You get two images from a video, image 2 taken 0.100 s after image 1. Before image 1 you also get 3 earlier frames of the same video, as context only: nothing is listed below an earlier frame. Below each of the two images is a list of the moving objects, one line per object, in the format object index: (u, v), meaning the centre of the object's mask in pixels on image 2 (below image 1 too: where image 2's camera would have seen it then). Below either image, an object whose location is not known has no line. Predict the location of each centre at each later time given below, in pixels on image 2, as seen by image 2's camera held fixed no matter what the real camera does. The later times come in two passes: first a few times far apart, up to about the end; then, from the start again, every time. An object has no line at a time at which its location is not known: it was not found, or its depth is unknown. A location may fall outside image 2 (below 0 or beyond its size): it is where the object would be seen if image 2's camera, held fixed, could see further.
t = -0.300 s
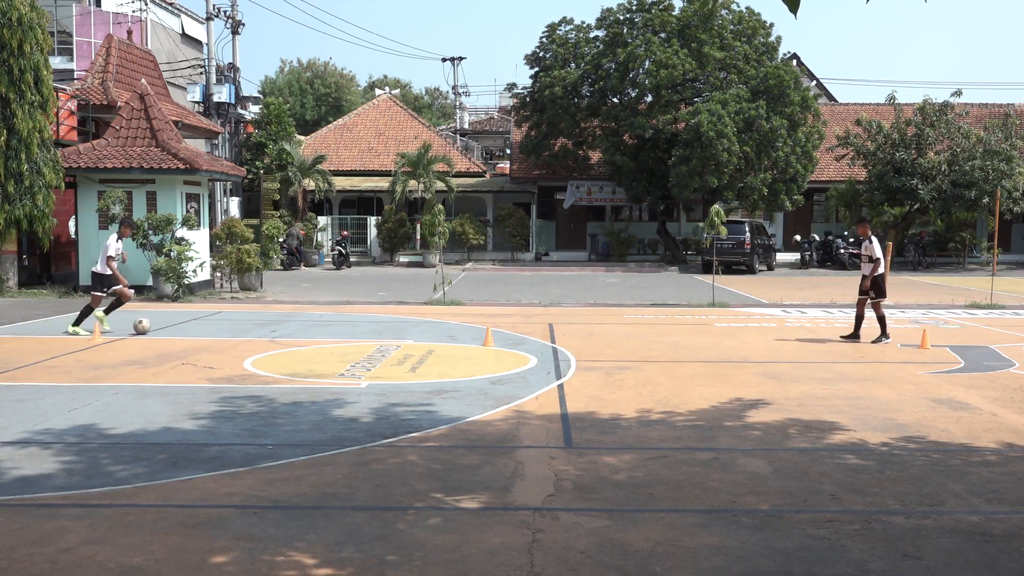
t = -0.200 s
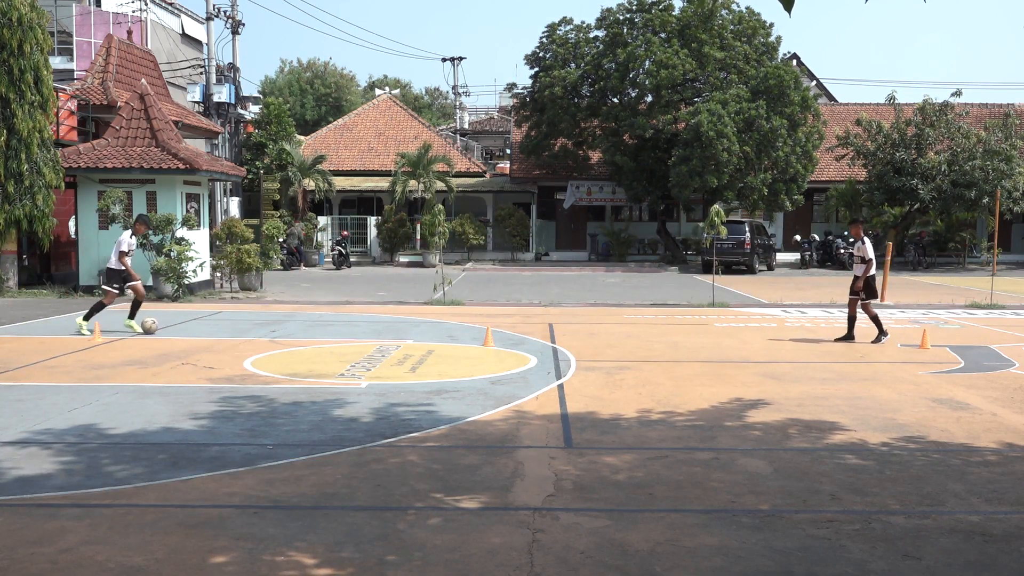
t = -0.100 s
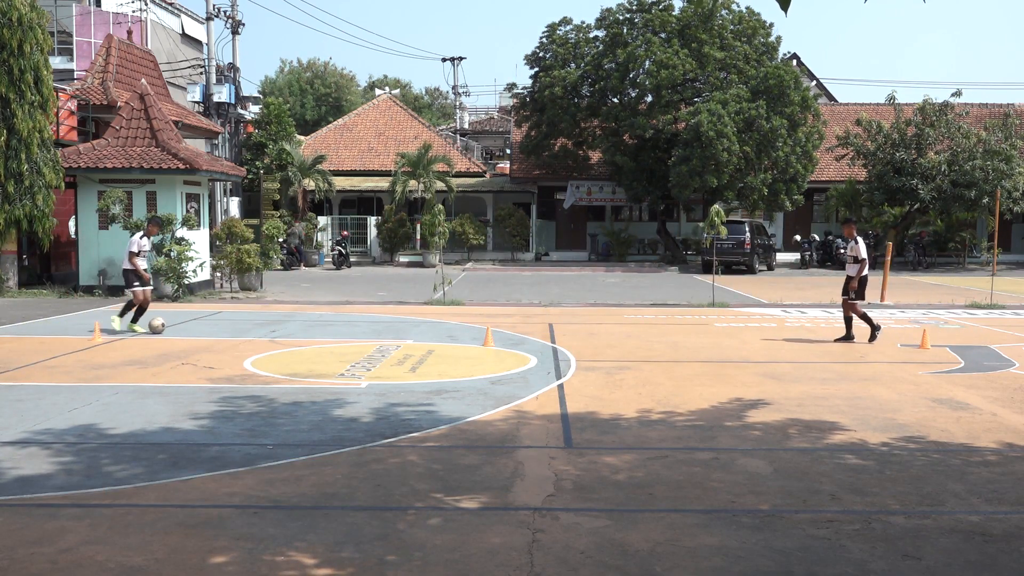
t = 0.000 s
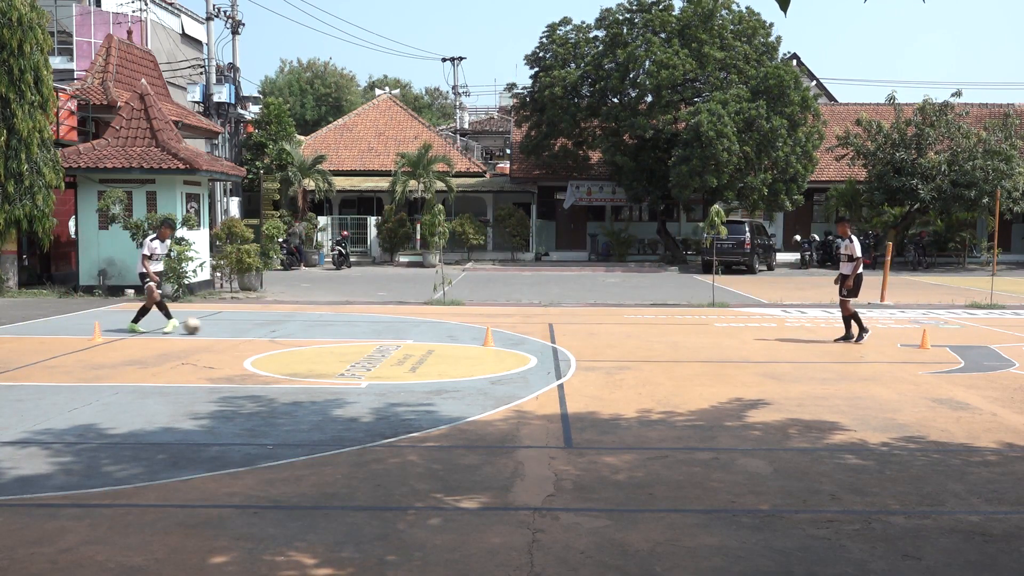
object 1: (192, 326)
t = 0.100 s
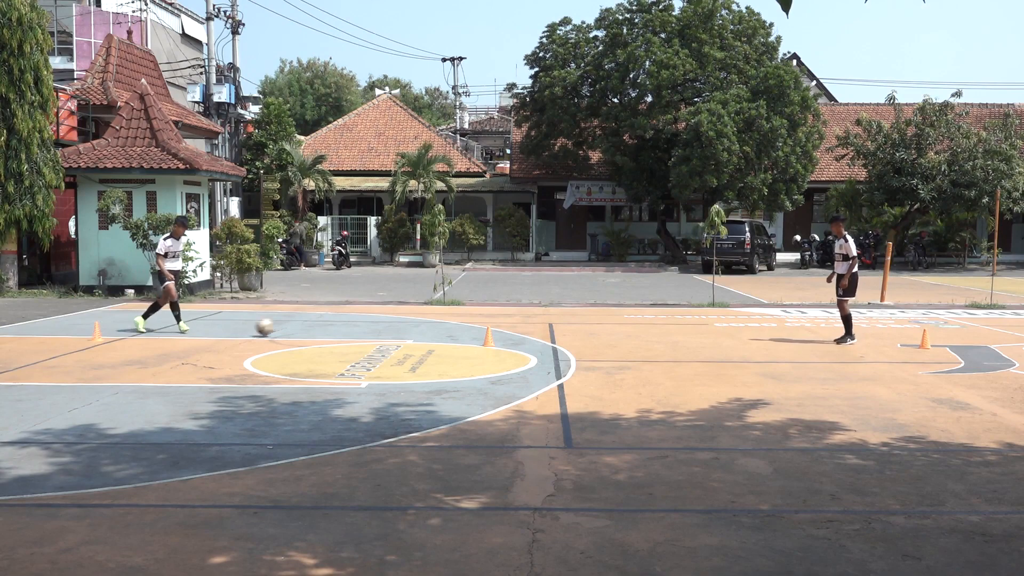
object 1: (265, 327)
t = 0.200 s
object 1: (333, 328)
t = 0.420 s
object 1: (470, 332)
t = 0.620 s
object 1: (577, 333)
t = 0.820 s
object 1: (674, 332)
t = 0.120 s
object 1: (278, 327)
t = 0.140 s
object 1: (291, 327)
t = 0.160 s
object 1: (306, 327)
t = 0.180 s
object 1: (319, 327)
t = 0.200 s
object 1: (333, 328)
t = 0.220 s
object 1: (347, 330)
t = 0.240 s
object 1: (361, 331)
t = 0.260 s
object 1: (373, 331)
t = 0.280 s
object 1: (385, 331)
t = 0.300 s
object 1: (397, 329)
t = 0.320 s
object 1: (410, 329)
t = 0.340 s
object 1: (422, 329)
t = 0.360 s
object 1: (434, 329)
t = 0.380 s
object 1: (446, 330)
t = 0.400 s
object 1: (458, 331)
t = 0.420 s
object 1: (470, 332)
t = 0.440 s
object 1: (480, 333)
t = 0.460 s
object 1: (497, 335)
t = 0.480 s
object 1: (504, 333)
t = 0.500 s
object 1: (514, 333)
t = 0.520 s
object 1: (524, 332)
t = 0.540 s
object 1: (535, 331)
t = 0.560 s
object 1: (546, 331)
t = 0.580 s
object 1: (555, 331)
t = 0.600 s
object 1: (566, 332)
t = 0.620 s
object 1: (577, 333)
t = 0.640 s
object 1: (587, 334)
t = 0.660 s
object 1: (597, 336)
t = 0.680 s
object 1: (607, 338)
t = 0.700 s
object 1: (617, 338)
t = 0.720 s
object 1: (627, 336)
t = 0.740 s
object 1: (637, 334)
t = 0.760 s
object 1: (645, 334)
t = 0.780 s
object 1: (654, 333)
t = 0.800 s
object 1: (665, 332)
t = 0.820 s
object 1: (674, 332)
